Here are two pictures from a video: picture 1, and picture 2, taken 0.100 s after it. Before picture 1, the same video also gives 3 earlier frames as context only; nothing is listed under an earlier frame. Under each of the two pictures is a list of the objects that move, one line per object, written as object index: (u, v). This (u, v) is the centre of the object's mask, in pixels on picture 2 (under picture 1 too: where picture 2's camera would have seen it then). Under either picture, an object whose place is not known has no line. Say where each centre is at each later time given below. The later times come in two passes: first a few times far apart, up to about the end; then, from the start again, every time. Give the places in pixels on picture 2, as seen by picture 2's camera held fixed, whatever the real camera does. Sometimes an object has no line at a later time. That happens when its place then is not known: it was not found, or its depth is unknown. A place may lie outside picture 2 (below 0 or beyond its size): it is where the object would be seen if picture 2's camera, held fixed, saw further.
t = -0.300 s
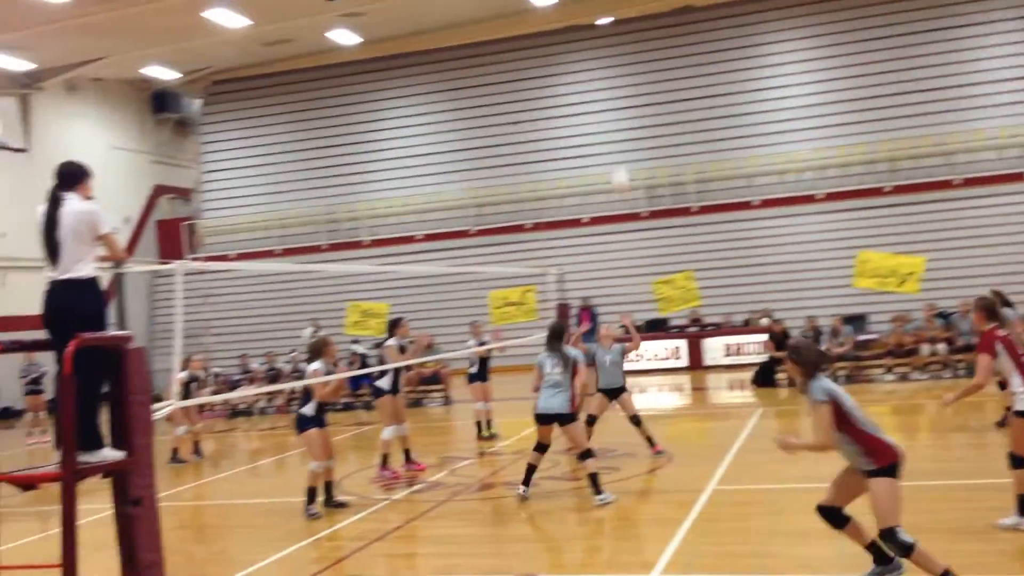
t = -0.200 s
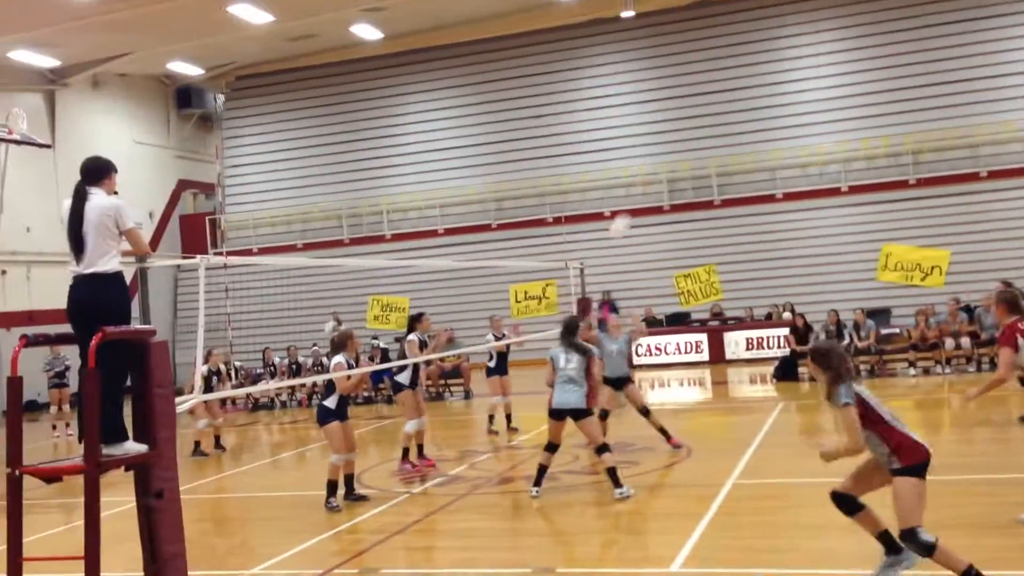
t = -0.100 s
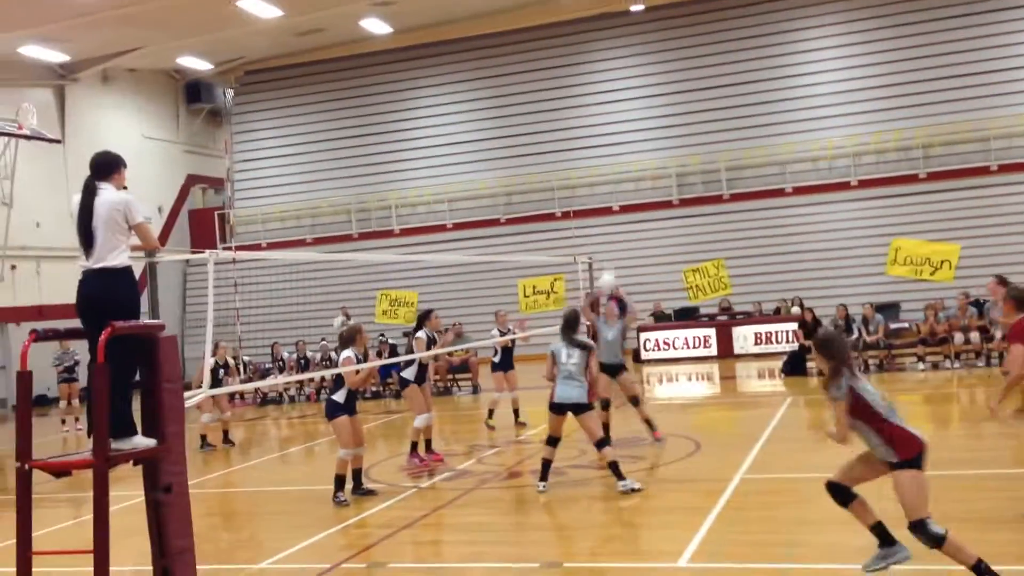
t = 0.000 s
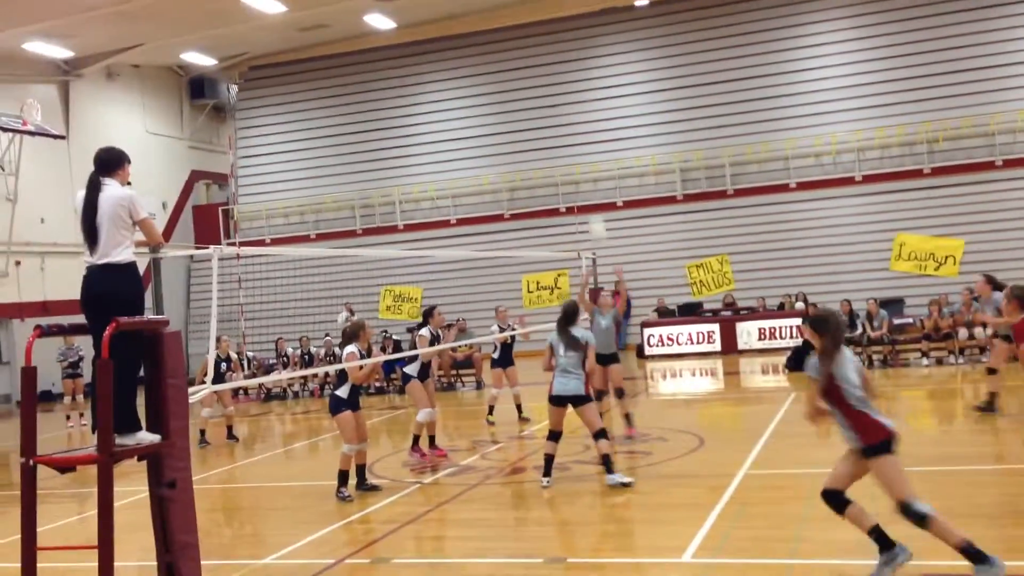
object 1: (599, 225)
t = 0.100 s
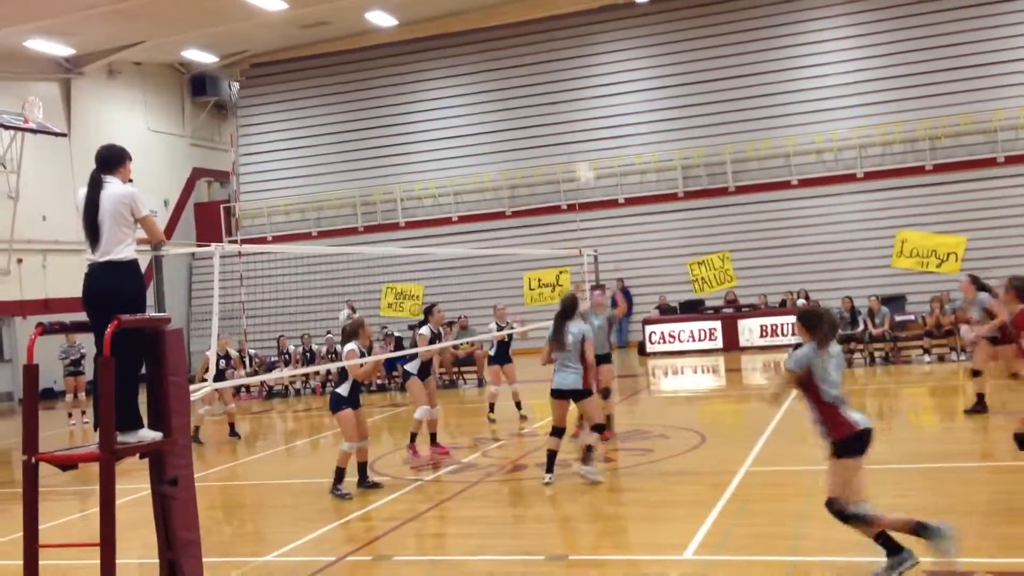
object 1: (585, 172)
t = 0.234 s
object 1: (564, 117)
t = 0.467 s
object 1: (529, 54)
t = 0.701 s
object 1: (495, 40)
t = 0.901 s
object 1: (466, 75)
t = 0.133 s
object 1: (579, 155)
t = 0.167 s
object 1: (575, 143)
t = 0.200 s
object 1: (570, 131)
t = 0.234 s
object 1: (564, 117)
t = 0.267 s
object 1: (560, 107)
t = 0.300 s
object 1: (554, 94)
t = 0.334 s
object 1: (549, 84)
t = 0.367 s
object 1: (544, 75)
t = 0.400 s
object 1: (539, 66)
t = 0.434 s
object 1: (534, 60)
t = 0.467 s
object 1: (529, 54)
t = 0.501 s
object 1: (524, 49)
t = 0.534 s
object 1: (519, 45)
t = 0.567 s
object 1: (515, 42)
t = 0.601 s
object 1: (510, 40)
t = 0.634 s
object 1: (504, 39)
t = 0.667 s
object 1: (499, 39)
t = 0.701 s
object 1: (495, 40)
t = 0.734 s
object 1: (490, 43)
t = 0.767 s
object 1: (484, 48)
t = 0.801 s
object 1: (480, 53)
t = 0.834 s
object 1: (475, 59)
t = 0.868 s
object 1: (471, 66)
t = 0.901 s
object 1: (466, 75)
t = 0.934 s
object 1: (461, 87)
